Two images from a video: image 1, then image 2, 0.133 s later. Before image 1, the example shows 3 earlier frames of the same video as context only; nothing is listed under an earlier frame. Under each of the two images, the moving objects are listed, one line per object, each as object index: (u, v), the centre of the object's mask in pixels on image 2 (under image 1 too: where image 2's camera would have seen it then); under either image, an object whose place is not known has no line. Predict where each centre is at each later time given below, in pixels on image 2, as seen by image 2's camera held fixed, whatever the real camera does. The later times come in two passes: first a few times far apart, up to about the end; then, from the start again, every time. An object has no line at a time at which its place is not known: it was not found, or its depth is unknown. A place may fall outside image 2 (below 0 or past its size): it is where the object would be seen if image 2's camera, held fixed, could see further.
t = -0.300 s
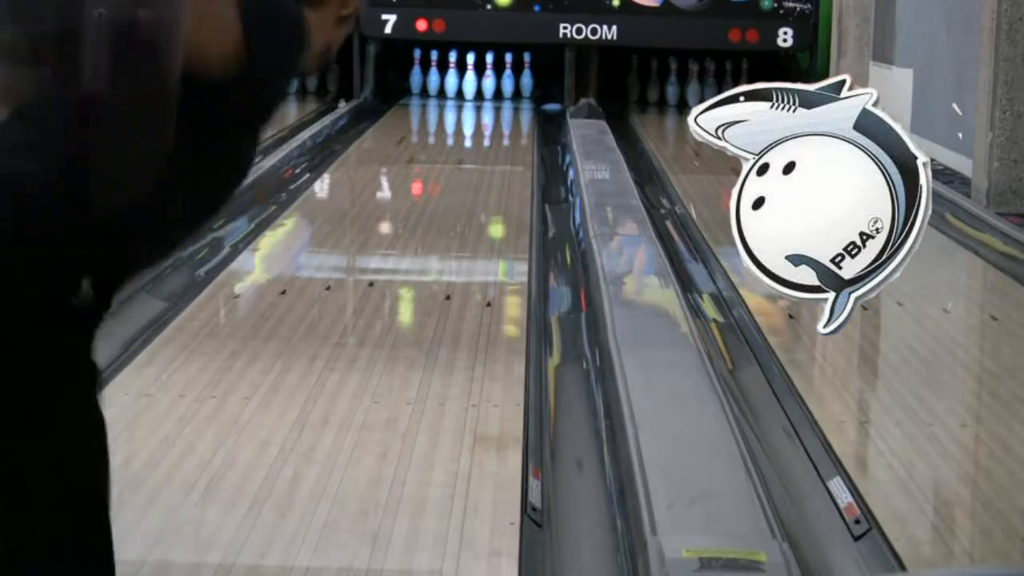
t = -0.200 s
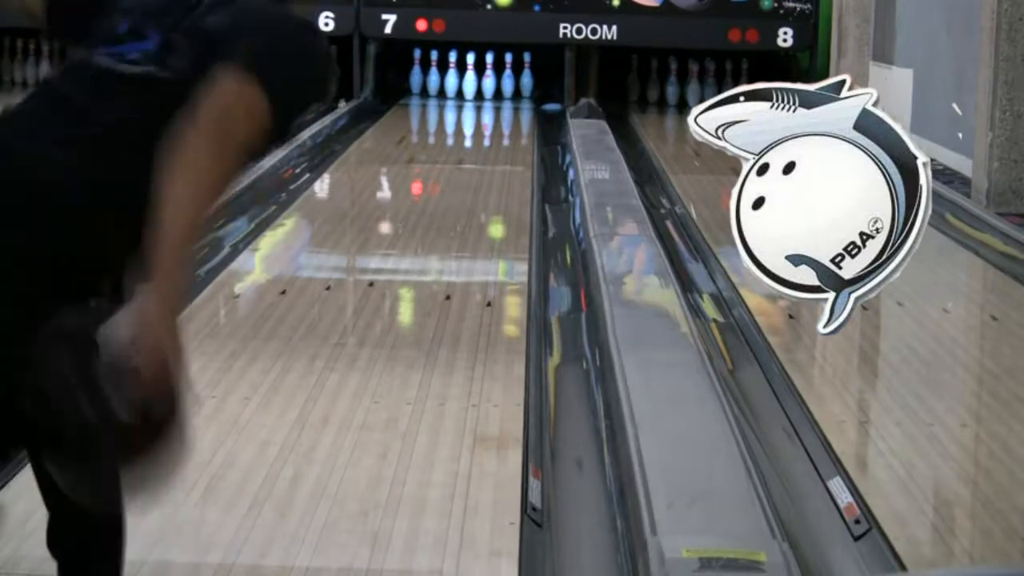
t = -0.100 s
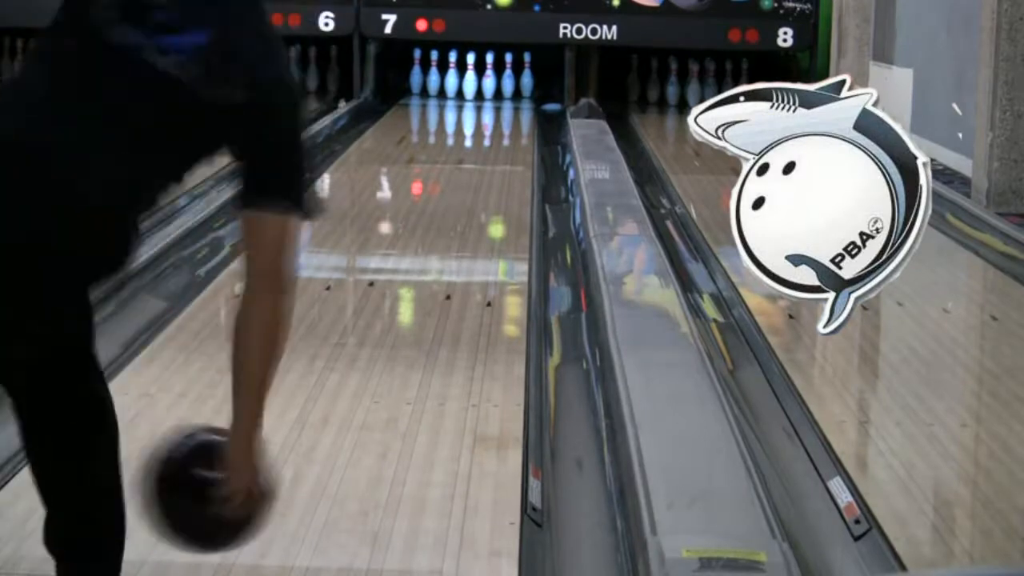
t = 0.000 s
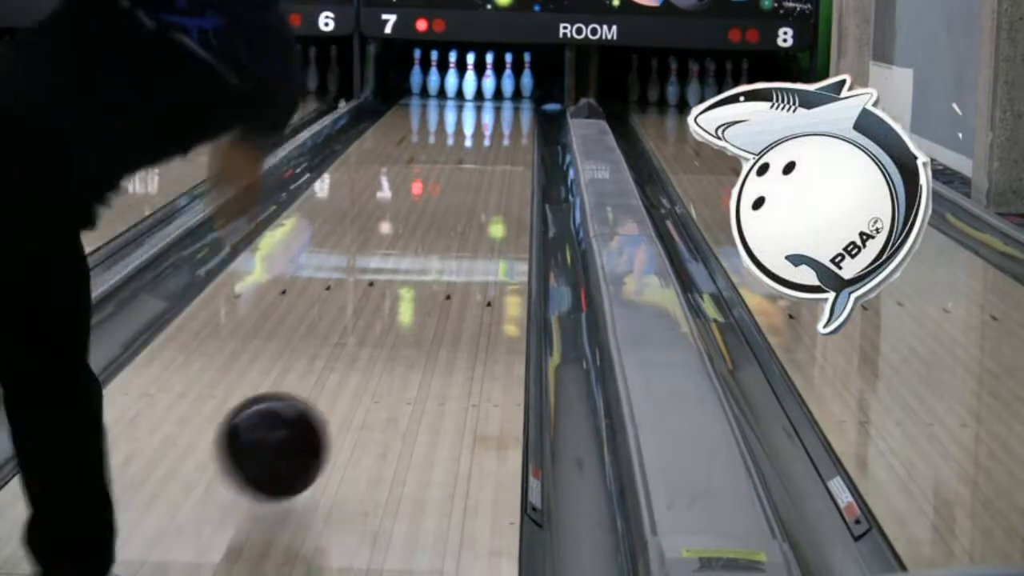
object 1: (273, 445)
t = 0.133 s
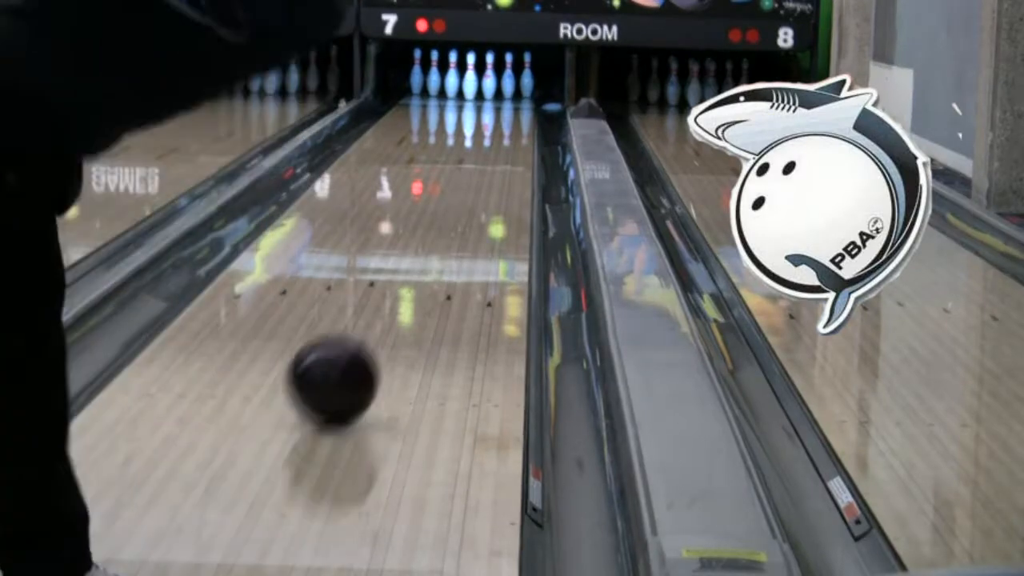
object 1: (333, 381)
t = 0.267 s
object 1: (375, 323)
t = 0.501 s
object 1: (426, 252)
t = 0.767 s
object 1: (462, 202)
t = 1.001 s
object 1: (483, 169)
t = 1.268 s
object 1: (499, 141)
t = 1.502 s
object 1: (507, 124)
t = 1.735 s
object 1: (508, 110)
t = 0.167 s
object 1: (344, 365)
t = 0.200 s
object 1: (356, 350)
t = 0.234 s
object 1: (366, 336)
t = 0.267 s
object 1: (375, 323)
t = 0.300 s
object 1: (384, 310)
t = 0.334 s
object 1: (392, 300)
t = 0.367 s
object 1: (400, 289)
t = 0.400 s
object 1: (407, 279)
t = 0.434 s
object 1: (414, 269)
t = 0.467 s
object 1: (421, 260)
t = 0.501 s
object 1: (426, 252)
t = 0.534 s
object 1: (432, 244)
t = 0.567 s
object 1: (437, 238)
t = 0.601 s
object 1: (442, 231)
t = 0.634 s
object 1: (446, 225)
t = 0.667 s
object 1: (450, 219)
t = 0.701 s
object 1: (455, 213)
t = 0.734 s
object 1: (459, 207)
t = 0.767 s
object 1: (462, 202)
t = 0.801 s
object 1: (466, 197)
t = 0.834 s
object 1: (468, 191)
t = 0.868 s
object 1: (472, 187)
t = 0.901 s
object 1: (475, 182)
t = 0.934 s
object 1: (478, 178)
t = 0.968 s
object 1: (480, 173)
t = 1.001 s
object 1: (483, 169)
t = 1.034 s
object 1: (485, 166)
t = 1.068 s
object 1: (488, 162)
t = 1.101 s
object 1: (490, 158)
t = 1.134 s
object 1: (492, 154)
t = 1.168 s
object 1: (494, 150)
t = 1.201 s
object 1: (495, 147)
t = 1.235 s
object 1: (497, 144)
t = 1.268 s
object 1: (499, 141)
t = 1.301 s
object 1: (500, 138)
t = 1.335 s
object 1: (501, 135)
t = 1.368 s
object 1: (503, 133)
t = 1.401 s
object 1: (504, 131)
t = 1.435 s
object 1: (505, 128)
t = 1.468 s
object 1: (506, 126)
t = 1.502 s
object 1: (507, 124)
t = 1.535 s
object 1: (508, 121)
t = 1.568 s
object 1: (508, 119)
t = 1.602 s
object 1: (508, 118)
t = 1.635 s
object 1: (509, 116)
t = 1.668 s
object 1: (509, 115)
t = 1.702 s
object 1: (508, 112)
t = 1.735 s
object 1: (508, 110)
